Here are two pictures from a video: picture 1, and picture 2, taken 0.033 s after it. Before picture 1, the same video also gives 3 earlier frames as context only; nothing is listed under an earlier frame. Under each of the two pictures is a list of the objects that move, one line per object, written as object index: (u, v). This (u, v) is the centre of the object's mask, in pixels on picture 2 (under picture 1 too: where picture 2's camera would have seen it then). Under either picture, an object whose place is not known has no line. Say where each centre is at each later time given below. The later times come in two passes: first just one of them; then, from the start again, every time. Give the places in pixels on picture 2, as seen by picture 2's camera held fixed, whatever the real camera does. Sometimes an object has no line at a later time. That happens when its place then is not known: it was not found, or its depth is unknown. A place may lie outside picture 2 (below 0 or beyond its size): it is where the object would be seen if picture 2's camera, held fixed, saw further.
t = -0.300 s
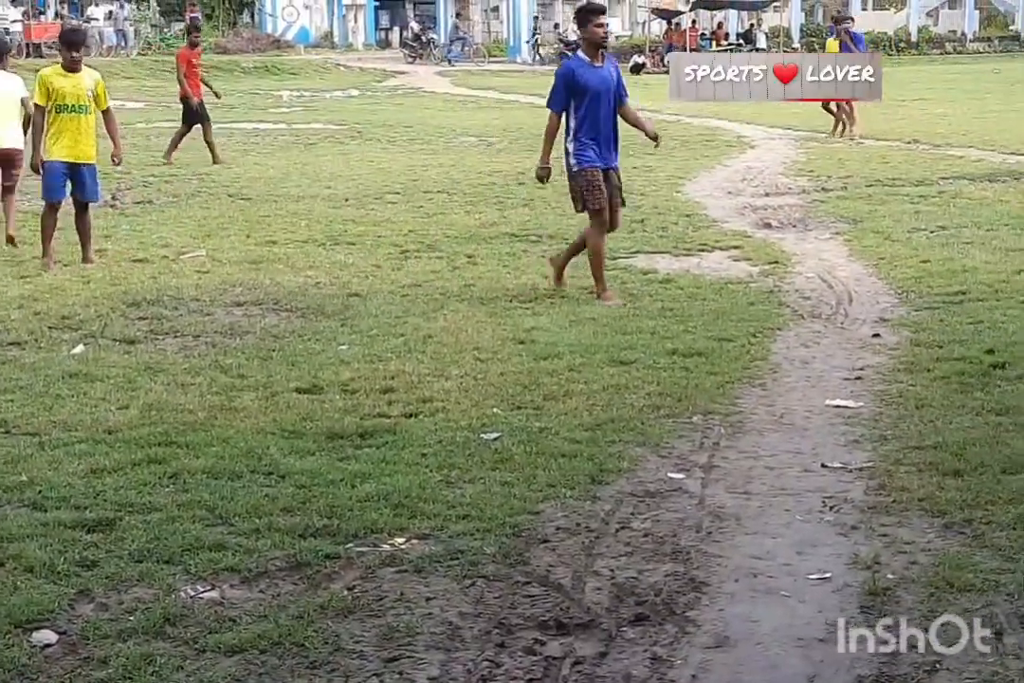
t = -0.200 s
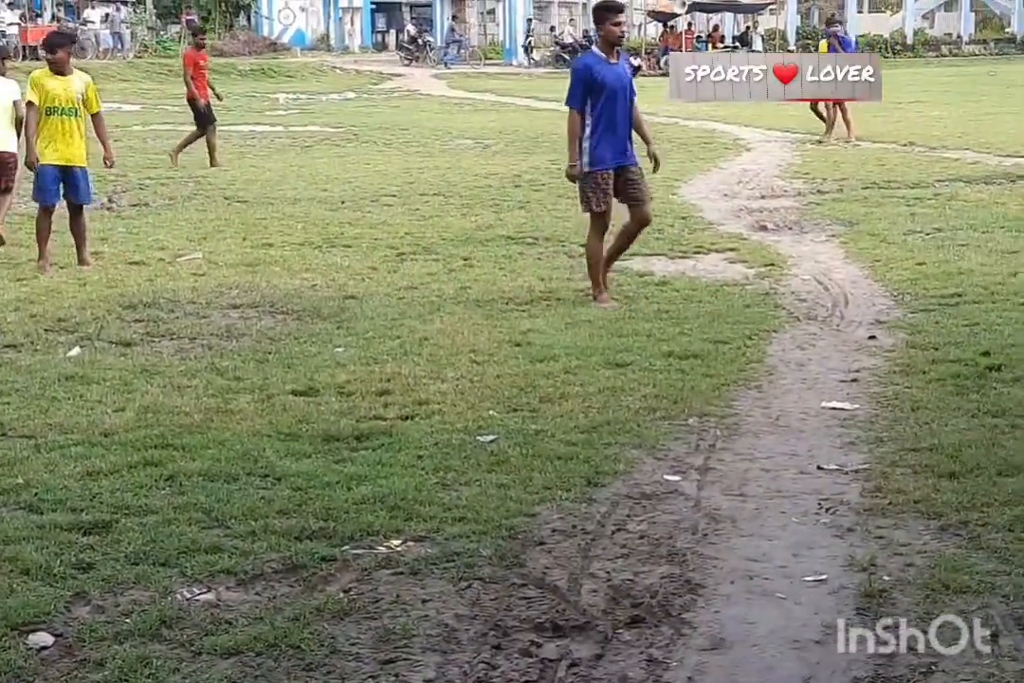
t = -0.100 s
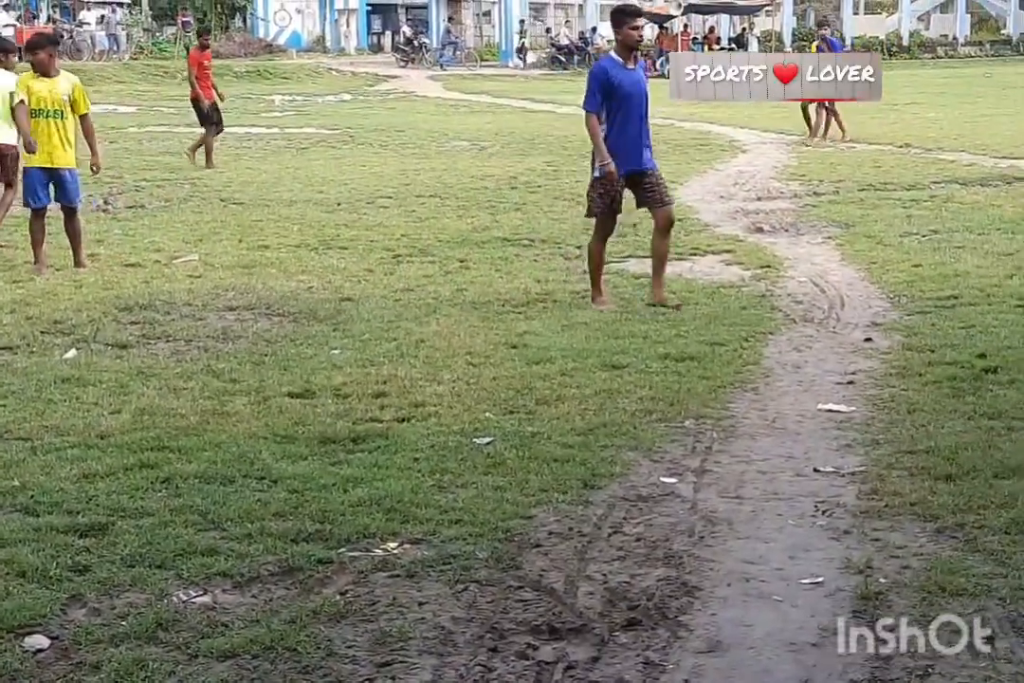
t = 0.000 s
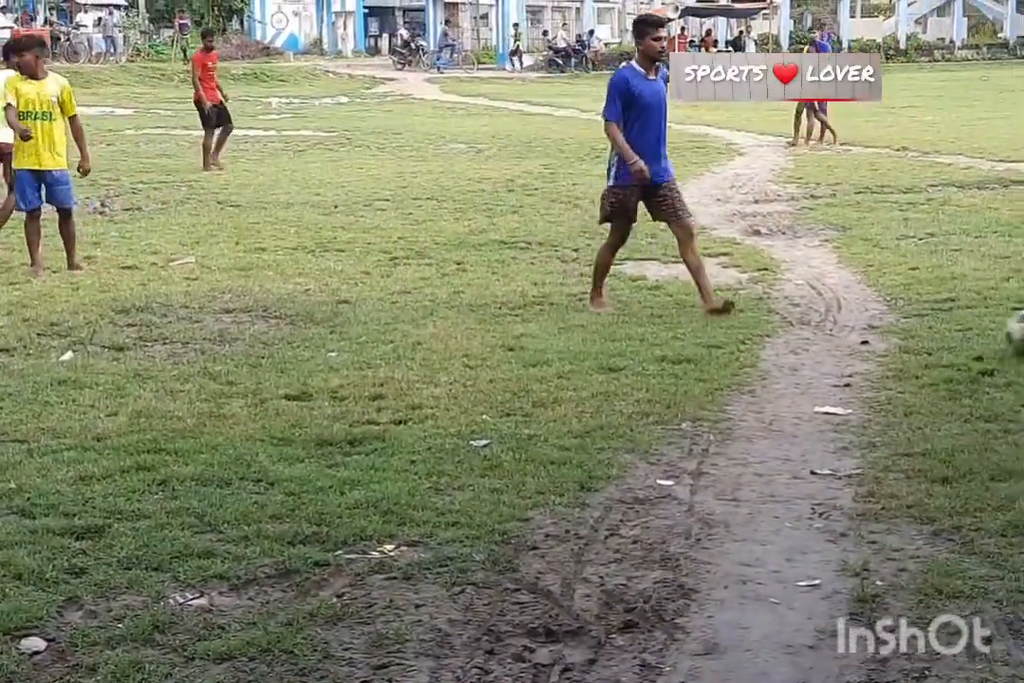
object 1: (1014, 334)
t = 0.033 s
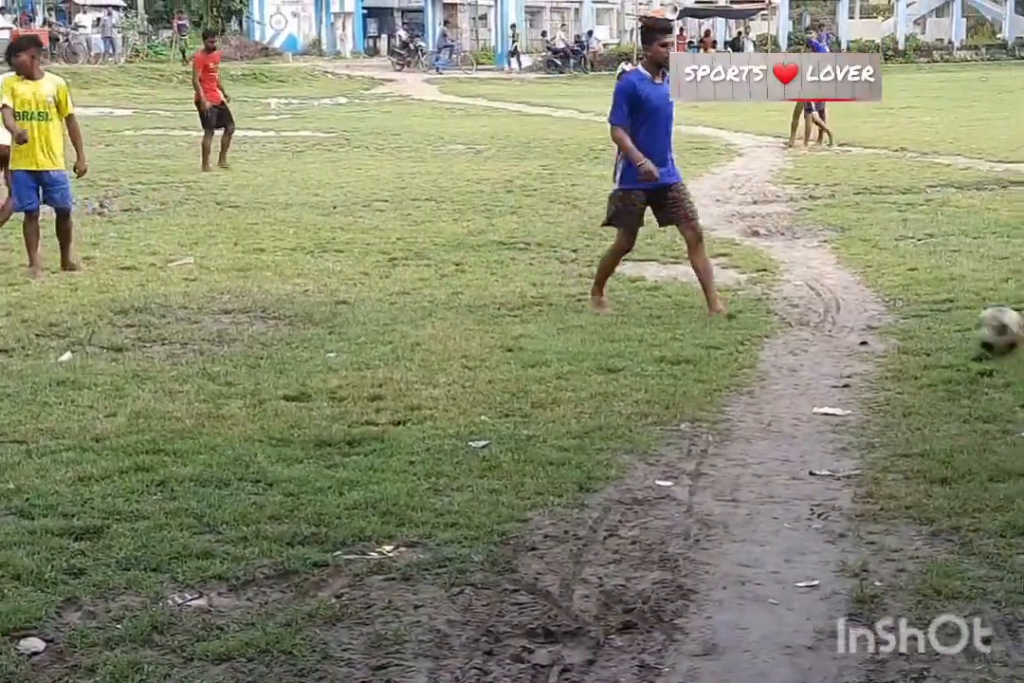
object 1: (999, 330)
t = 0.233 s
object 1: (838, 312)
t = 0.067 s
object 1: (969, 329)
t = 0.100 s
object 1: (938, 328)
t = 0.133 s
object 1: (909, 331)
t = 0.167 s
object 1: (886, 324)
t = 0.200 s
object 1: (862, 318)
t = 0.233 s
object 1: (838, 312)
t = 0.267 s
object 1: (816, 308)
